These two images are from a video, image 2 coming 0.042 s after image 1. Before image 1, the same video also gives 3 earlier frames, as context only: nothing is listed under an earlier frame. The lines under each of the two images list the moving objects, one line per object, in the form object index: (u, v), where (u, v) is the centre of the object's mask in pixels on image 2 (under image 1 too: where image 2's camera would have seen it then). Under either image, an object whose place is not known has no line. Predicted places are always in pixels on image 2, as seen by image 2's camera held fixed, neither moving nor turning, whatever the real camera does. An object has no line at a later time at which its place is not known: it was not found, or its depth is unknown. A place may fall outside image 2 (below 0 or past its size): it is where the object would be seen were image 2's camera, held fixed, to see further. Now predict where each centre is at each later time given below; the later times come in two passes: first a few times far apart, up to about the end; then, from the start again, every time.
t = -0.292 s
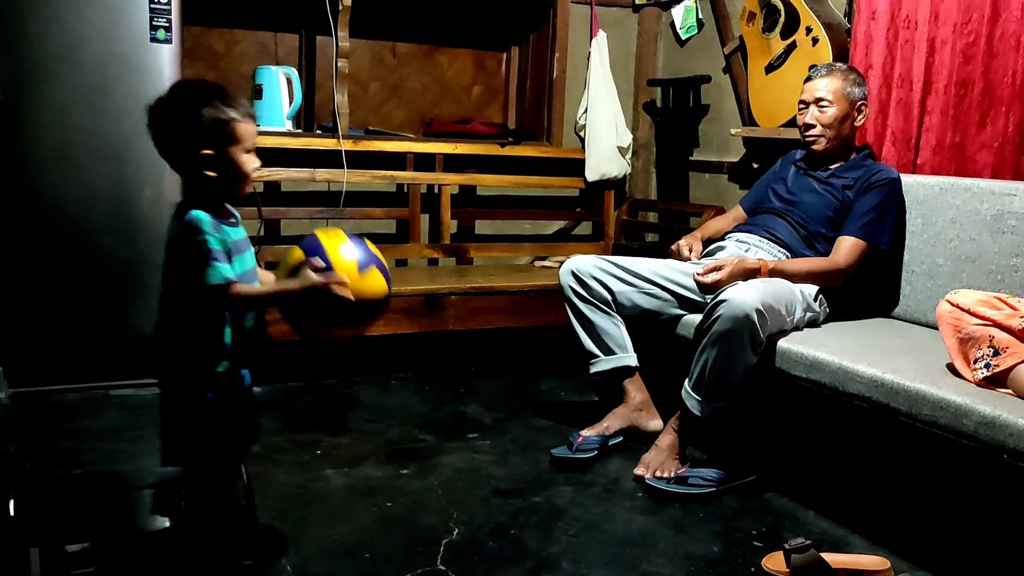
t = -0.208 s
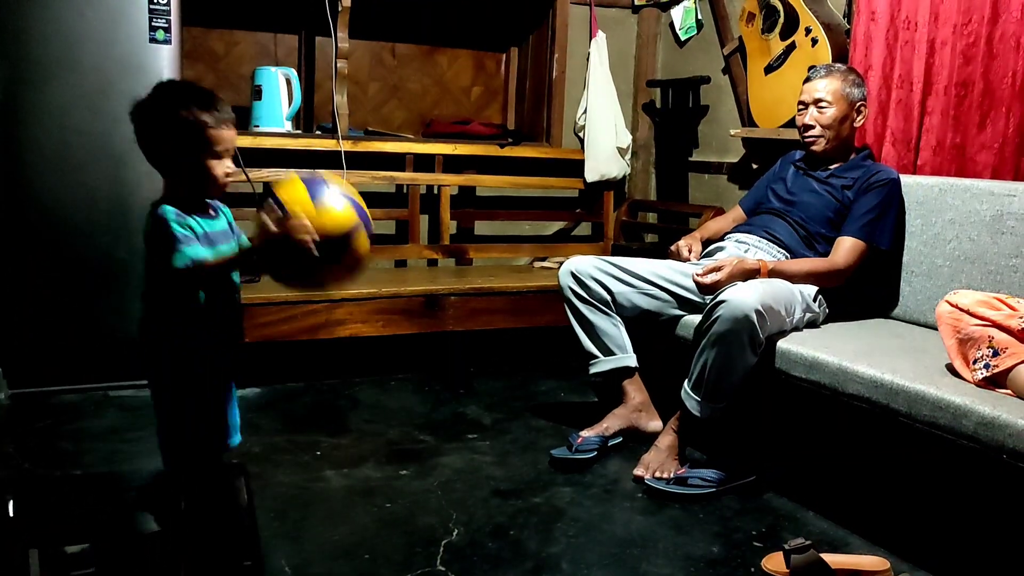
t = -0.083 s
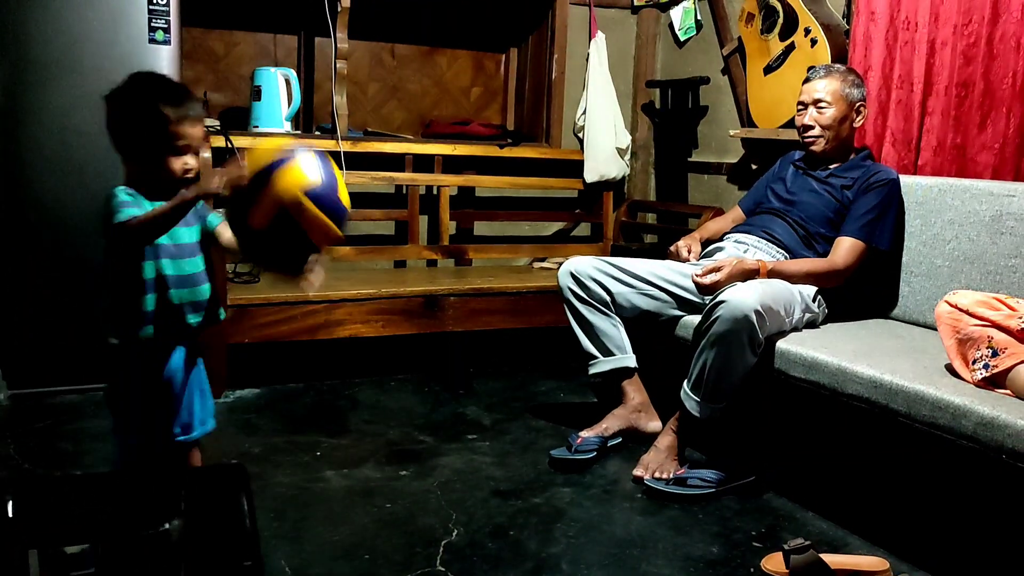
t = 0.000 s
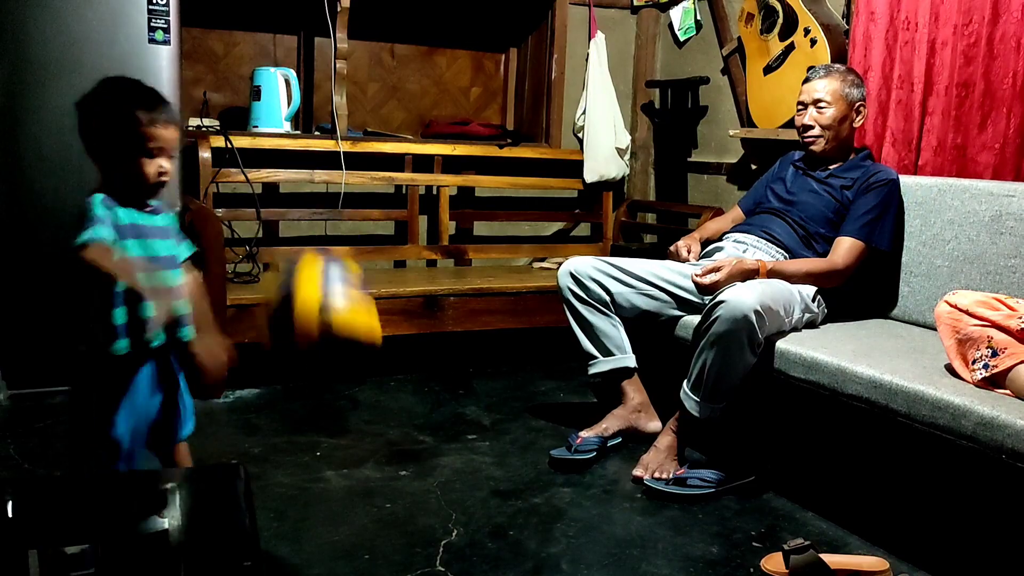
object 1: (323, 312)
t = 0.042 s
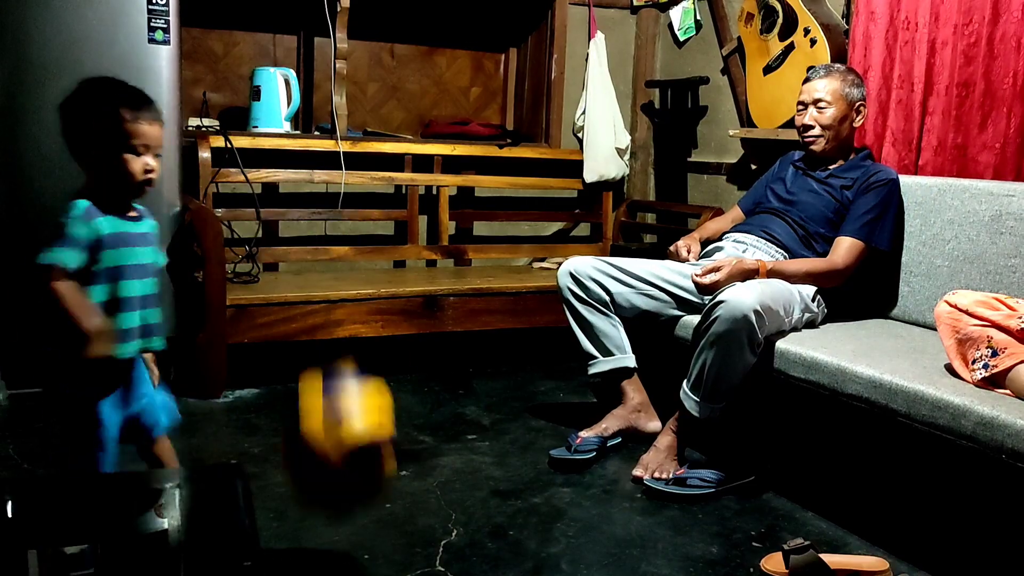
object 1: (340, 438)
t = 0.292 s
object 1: (373, 271)
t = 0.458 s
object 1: (384, 483)
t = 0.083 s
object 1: (353, 486)
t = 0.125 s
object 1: (362, 402)
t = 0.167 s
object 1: (364, 336)
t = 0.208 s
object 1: (369, 290)
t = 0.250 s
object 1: (372, 272)
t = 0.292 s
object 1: (373, 271)
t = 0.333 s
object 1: (378, 284)
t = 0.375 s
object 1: (381, 325)
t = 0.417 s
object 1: (386, 393)
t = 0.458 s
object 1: (384, 483)
